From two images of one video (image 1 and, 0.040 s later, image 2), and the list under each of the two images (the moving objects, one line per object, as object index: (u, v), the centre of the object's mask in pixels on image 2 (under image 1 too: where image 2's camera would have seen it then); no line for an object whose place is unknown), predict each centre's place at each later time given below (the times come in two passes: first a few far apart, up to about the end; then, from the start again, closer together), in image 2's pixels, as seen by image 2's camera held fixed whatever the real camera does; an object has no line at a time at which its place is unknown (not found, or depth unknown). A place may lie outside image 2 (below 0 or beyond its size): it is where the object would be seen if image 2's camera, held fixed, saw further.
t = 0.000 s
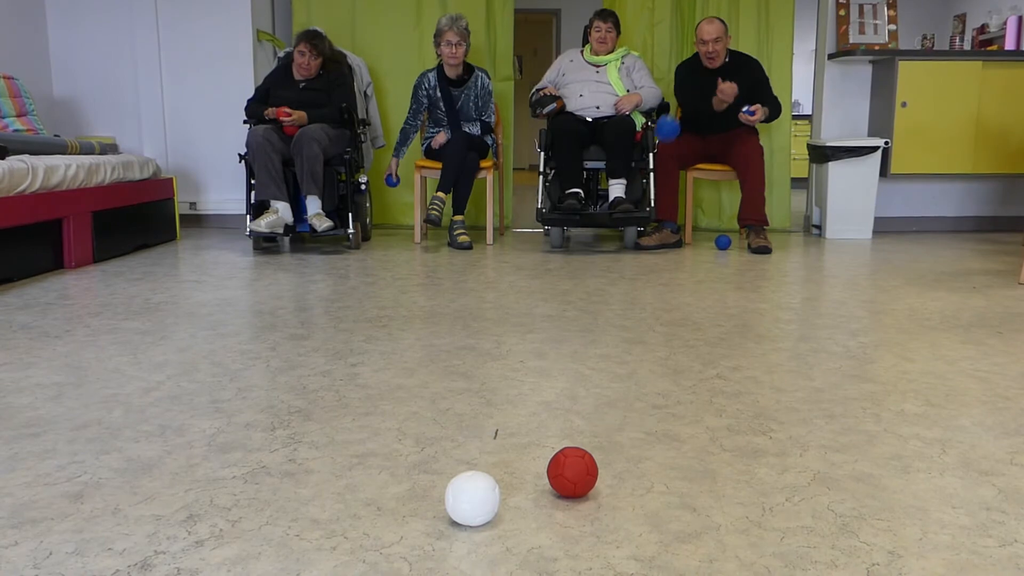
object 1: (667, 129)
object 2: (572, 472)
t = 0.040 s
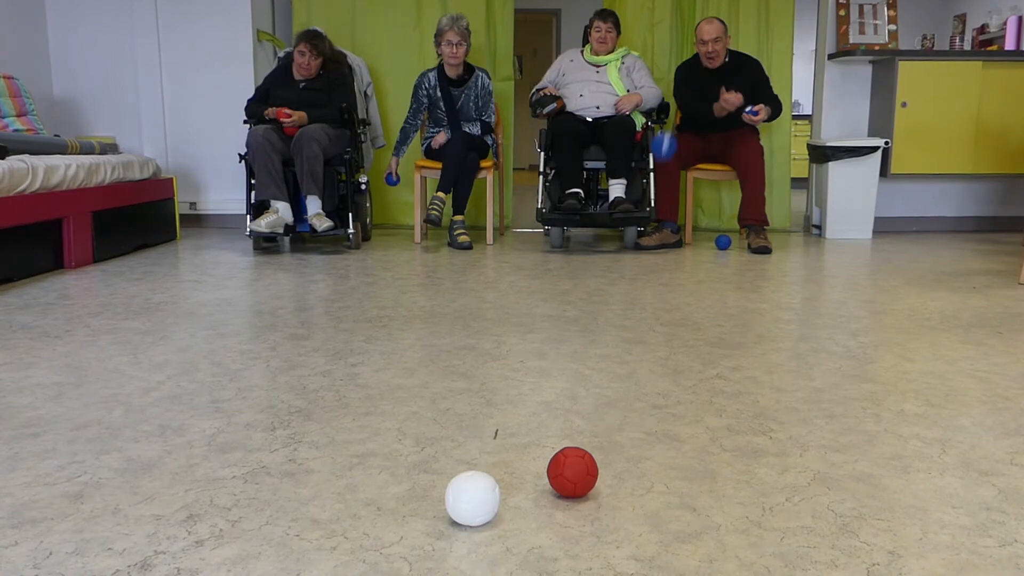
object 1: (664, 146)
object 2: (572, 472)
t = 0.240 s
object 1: (631, 372)
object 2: (572, 472)
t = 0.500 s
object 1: (608, 454)
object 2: (572, 473)
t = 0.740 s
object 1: (748, 504)
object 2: (545, 510)
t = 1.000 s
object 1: (920, 547)
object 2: (516, 549)
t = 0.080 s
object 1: (660, 172)
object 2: (572, 472)
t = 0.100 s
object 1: (656, 187)
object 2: (572, 472)
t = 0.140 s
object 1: (650, 225)
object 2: (572, 472)
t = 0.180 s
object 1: (643, 275)
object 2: (572, 472)
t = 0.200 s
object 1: (640, 302)
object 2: (572, 472)
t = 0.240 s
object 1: (631, 372)
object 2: (572, 472)
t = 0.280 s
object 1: (628, 366)
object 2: (572, 472)
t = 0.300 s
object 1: (627, 364)
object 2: (572, 472)
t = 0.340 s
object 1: (624, 364)
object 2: (572, 472)
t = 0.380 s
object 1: (620, 372)
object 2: (572, 472)
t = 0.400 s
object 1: (618, 379)
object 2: (572, 472)
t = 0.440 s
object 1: (613, 401)
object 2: (572, 472)
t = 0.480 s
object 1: (608, 435)
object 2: (573, 472)
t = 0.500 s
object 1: (608, 454)
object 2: (572, 473)
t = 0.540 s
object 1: (626, 466)
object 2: (568, 477)
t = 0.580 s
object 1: (650, 481)
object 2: (564, 484)
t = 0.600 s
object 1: (661, 483)
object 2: (561, 487)
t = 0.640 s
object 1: (686, 489)
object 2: (557, 493)
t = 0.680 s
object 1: (711, 495)
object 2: (552, 501)
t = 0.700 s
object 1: (724, 499)
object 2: (550, 504)
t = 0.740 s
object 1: (748, 504)
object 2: (545, 510)
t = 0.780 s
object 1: (774, 512)
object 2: (540, 516)
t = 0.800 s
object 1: (787, 515)
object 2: (538, 520)
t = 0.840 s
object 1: (813, 521)
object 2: (533, 526)
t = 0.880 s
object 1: (839, 528)
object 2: (528, 532)
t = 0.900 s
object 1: (852, 531)
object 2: (526, 536)
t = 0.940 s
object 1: (880, 538)
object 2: (521, 543)
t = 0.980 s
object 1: (907, 545)
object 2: (518, 547)
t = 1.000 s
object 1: (920, 547)
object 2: (516, 549)
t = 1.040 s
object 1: (948, 550)
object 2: (513, 552)
